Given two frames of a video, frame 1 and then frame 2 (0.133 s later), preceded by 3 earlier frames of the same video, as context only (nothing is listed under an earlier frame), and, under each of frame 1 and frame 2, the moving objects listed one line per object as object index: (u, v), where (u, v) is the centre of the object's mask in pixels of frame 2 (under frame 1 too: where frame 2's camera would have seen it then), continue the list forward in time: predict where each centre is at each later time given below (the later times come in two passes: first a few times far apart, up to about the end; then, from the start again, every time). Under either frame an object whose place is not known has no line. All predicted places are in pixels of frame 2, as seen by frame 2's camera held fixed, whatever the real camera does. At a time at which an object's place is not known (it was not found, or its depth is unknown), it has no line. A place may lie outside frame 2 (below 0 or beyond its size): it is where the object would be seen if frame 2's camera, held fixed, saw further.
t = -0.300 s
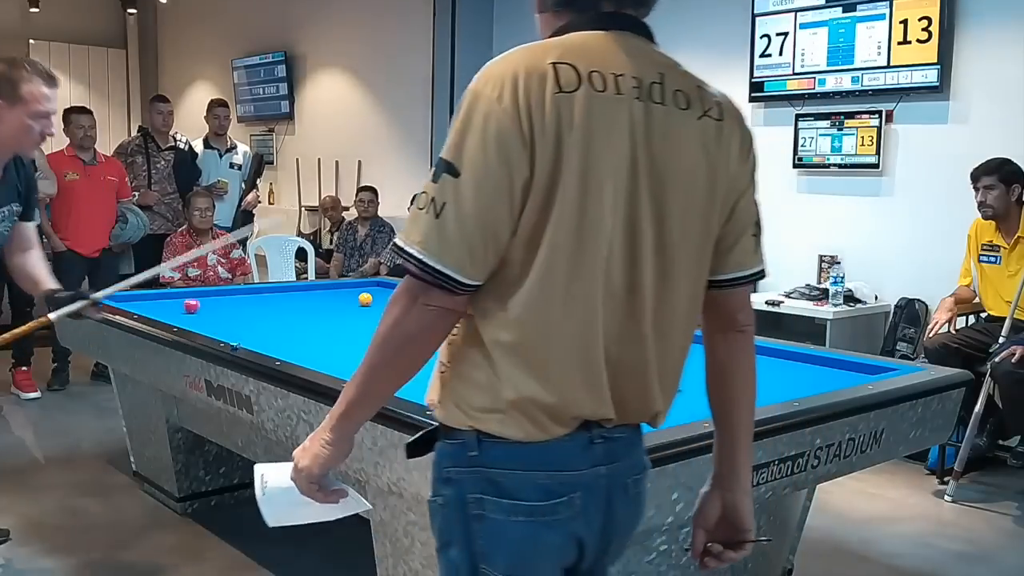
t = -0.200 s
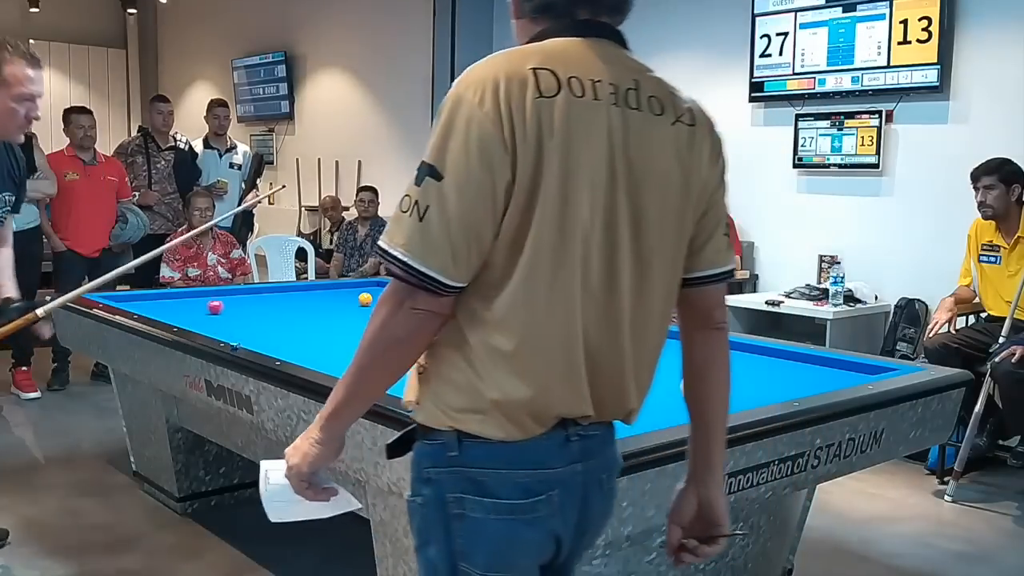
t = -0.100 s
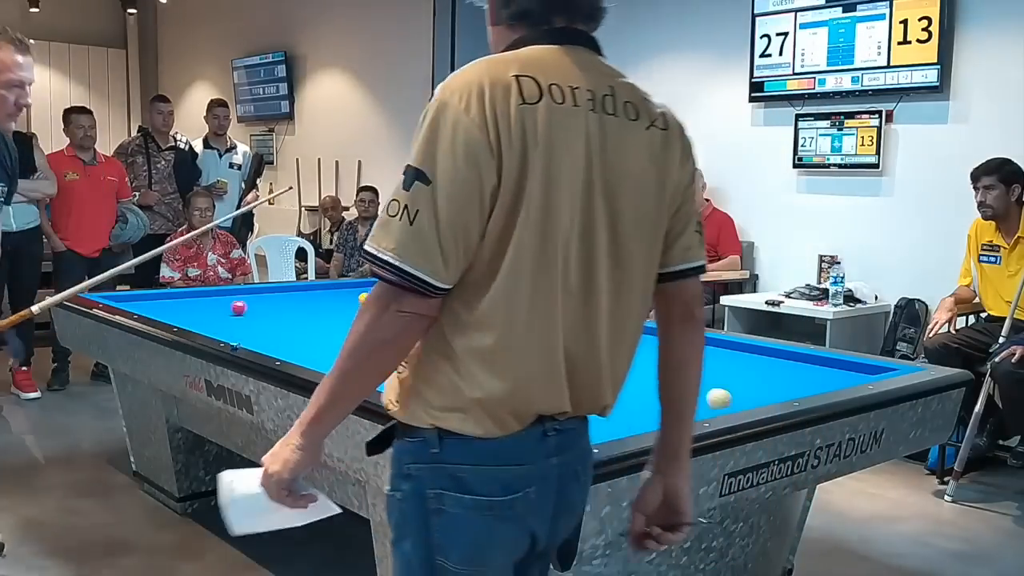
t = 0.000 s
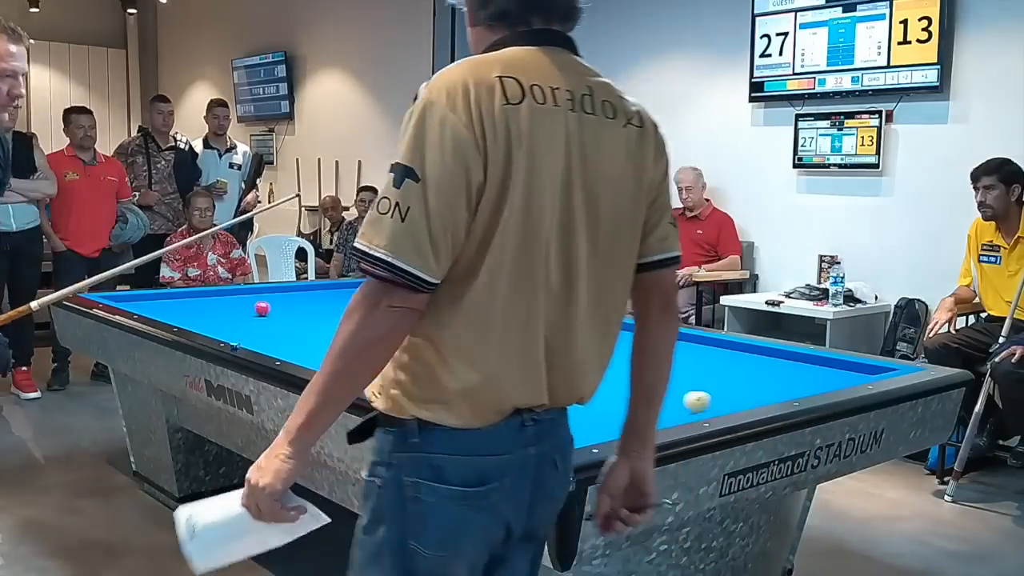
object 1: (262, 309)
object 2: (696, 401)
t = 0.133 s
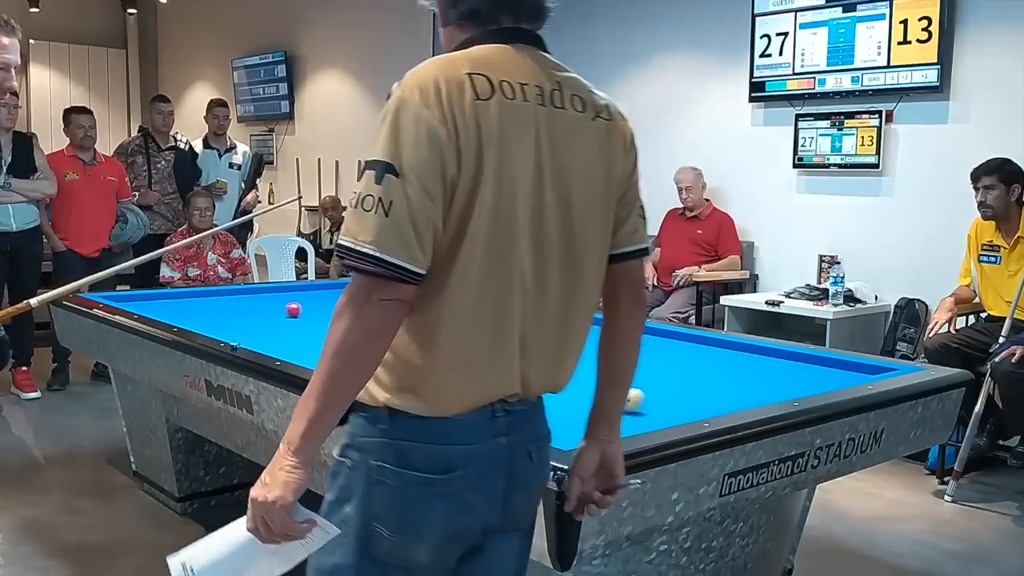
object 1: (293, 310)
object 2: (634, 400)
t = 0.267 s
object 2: (565, 395)
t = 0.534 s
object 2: (463, 396)
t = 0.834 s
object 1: (456, 316)
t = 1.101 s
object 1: (516, 319)
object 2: (420, 365)
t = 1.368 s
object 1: (576, 321)
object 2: (418, 351)
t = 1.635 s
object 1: (610, 325)
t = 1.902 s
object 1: (618, 331)
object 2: (409, 329)
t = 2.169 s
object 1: (625, 337)
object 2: (407, 320)
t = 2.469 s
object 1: (636, 344)
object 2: (404, 311)
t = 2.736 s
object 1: (645, 351)
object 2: (403, 304)
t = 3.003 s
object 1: (654, 358)
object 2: (402, 299)
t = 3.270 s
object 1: (663, 365)
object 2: (400, 293)
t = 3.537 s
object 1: (673, 373)
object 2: (399, 288)
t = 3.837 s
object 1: (685, 382)
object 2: (387, 284)
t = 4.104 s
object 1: (696, 391)
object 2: (365, 283)
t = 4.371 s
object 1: (708, 399)
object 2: (363, 284)
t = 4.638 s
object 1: (717, 403)
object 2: (366, 285)
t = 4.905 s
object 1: (692, 405)
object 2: (369, 287)
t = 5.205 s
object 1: (666, 406)
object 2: (372, 288)
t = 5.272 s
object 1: (660, 405)
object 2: (373, 289)
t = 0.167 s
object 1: (301, 310)
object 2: (623, 400)
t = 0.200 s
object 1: (309, 311)
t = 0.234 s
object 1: (316, 311)
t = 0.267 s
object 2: (565, 395)
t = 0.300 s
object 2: (555, 397)
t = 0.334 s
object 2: (545, 398)
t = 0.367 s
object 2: (532, 398)
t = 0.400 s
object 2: (519, 398)
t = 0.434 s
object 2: (505, 397)
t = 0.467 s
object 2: (491, 397)
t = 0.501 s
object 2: (477, 397)
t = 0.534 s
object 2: (463, 396)
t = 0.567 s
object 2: (450, 394)
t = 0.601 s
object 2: (436, 392)
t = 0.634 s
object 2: (425, 391)
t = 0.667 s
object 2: (423, 390)
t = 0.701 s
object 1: (426, 316)
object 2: (424, 388)
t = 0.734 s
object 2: (425, 387)
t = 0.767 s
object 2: (420, 386)
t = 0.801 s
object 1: (452, 316)
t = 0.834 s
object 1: (456, 316)
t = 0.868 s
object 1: (463, 317)
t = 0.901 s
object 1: (471, 317)
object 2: (429, 378)
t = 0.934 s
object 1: (478, 317)
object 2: (427, 375)
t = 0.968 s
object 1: (485, 317)
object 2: (425, 373)
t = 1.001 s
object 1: (493, 318)
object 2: (423, 371)
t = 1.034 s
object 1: (501, 318)
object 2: (422, 369)
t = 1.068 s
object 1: (508, 319)
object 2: (420, 367)
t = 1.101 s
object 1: (516, 319)
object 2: (420, 365)
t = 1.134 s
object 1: (523, 319)
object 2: (419, 363)
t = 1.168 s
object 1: (531, 319)
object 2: (419, 361)
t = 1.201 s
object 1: (538, 320)
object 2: (418, 359)
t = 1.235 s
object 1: (546, 320)
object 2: (418, 358)
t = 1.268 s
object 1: (554, 320)
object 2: (418, 356)
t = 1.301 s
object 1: (561, 320)
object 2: (418, 354)
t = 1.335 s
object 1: (568, 321)
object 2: (418, 352)
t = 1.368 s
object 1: (576, 321)
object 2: (418, 351)
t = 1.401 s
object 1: (583, 321)
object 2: (418, 349)
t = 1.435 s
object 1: (591, 322)
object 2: (419, 348)
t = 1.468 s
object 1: (599, 322)
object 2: (419, 347)
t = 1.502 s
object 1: (606, 322)
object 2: (420, 346)
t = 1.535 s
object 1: (609, 323)
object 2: (420, 345)
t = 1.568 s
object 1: (609, 323)
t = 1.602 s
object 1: (609, 324)
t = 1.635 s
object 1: (610, 325)
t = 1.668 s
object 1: (611, 326)
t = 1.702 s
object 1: (612, 326)
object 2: (417, 337)
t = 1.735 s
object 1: (613, 327)
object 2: (415, 336)
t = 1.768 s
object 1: (614, 328)
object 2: (413, 334)
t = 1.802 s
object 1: (615, 328)
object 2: (411, 333)
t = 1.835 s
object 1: (616, 329)
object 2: (410, 332)
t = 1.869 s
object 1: (617, 330)
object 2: (409, 330)
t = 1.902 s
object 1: (618, 331)
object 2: (409, 329)
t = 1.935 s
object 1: (619, 331)
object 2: (409, 328)
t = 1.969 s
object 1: (619, 332)
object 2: (409, 327)
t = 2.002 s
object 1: (620, 333)
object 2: (408, 326)
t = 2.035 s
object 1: (621, 334)
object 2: (408, 325)
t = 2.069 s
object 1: (622, 334)
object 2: (408, 324)
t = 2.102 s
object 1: (623, 335)
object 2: (408, 322)
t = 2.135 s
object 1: (625, 336)
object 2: (407, 321)
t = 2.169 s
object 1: (625, 337)
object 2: (407, 320)
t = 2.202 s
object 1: (626, 337)
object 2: (407, 319)
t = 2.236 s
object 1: (628, 338)
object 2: (406, 318)
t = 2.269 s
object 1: (628, 339)
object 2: (406, 317)
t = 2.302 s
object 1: (631, 340)
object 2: (406, 315)
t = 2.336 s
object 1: (632, 341)
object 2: (405, 315)
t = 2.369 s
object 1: (633, 342)
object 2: (405, 314)
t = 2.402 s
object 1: (634, 343)
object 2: (405, 313)
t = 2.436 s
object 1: (635, 344)
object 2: (405, 312)
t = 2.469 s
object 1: (636, 344)
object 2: (404, 311)
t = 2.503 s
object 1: (637, 345)
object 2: (404, 310)
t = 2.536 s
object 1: (638, 346)
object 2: (404, 309)
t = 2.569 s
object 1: (639, 347)
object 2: (404, 308)
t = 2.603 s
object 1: (641, 348)
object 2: (404, 308)
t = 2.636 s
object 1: (641, 349)
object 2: (403, 307)
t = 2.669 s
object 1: (642, 349)
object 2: (403, 306)
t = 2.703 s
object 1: (644, 350)
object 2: (403, 305)
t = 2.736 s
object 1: (645, 351)
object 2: (403, 304)
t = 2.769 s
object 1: (646, 352)
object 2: (403, 303)
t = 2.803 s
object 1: (647, 353)
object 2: (402, 303)
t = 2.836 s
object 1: (648, 354)
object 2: (402, 302)
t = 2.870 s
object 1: (649, 355)
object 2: (402, 301)
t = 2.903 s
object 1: (650, 355)
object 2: (402, 301)
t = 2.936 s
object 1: (651, 356)
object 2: (402, 300)
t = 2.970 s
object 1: (653, 357)
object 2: (402, 299)
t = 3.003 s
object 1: (654, 358)
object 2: (402, 299)
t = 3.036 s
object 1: (655, 359)
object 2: (402, 298)
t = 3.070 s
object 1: (656, 360)
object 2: (401, 297)
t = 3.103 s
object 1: (657, 361)
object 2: (401, 296)
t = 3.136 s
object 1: (658, 362)
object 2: (401, 296)
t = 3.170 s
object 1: (660, 363)
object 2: (400, 295)
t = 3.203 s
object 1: (661, 363)
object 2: (400, 294)
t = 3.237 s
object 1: (662, 364)
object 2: (400, 294)
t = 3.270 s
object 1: (663, 365)
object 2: (400, 293)
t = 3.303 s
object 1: (665, 366)
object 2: (400, 292)
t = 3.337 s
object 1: (666, 367)
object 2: (400, 292)
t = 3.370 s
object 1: (667, 368)
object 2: (400, 291)
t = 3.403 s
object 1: (668, 369)
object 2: (399, 291)
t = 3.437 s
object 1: (670, 370)
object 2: (399, 290)
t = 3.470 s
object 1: (671, 371)
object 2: (399, 290)
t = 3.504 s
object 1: (672, 372)
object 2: (399, 289)
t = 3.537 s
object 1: (673, 373)
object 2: (399, 288)
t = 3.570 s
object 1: (675, 374)
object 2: (398, 288)
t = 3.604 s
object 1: (676, 375)
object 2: (398, 287)
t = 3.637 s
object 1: (677, 376)
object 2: (398, 287)
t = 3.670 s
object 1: (679, 377)
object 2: (398, 286)
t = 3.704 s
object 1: (680, 378)
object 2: (398, 286)
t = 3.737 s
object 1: (681, 379)
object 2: (395, 285)
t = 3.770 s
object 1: (682, 380)
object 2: (392, 285)
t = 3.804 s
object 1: (684, 381)
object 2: (390, 285)
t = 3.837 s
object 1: (685, 382)
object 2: (387, 284)
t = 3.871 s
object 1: (686, 383)
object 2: (384, 284)
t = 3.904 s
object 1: (688, 384)
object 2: (381, 284)
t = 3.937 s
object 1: (689, 385)
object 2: (379, 284)
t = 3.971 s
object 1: (691, 386)
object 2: (376, 284)
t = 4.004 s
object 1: (692, 387)
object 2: (373, 283)
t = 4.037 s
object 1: (693, 388)
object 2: (370, 283)
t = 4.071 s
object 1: (695, 390)
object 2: (368, 283)
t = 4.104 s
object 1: (696, 391)
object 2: (365, 283)
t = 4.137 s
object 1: (698, 392)
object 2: (362, 283)
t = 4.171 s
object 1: (699, 393)
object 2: (361, 283)
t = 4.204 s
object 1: (700, 394)
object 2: (361, 283)
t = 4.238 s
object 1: (702, 395)
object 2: (362, 283)
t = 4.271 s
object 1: (703, 396)
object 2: (362, 283)
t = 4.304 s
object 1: (705, 397)
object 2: (363, 283)
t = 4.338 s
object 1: (706, 398)
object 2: (363, 283)
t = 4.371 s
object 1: (708, 399)
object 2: (363, 284)
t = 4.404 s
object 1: (709, 400)
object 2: (364, 284)
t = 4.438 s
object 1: (711, 400)
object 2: (364, 284)
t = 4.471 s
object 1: (712, 401)
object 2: (364, 284)
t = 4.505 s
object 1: (713, 401)
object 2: (365, 284)
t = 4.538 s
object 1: (715, 402)
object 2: (365, 285)
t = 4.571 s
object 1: (716, 402)
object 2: (365, 285)
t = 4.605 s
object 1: (717, 403)
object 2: (366, 285)
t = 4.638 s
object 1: (717, 403)
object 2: (366, 285)
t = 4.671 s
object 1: (713, 403)
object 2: (366, 285)
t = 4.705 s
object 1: (710, 403)
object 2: (367, 286)
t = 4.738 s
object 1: (707, 404)
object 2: (367, 286)
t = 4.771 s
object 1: (704, 404)
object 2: (367, 286)
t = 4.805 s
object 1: (701, 404)
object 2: (368, 286)
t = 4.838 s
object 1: (698, 404)
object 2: (368, 286)
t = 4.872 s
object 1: (695, 405)
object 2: (368, 287)
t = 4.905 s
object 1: (692, 405)
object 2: (369, 287)
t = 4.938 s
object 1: (689, 405)
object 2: (370, 287)
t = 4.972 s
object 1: (686, 405)
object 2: (370, 287)
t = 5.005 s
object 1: (683, 405)
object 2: (370, 287)
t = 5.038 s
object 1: (680, 405)
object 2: (371, 287)
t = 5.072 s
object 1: (677, 405)
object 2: (371, 288)
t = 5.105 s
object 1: (674, 405)
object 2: (371, 288)
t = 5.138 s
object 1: (671, 405)
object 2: (371, 288)
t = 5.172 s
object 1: (669, 406)
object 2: (372, 288)
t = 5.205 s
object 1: (666, 406)
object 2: (372, 288)
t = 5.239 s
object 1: (663, 405)
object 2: (372, 289)
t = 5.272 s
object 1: (660, 405)
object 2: (373, 289)
